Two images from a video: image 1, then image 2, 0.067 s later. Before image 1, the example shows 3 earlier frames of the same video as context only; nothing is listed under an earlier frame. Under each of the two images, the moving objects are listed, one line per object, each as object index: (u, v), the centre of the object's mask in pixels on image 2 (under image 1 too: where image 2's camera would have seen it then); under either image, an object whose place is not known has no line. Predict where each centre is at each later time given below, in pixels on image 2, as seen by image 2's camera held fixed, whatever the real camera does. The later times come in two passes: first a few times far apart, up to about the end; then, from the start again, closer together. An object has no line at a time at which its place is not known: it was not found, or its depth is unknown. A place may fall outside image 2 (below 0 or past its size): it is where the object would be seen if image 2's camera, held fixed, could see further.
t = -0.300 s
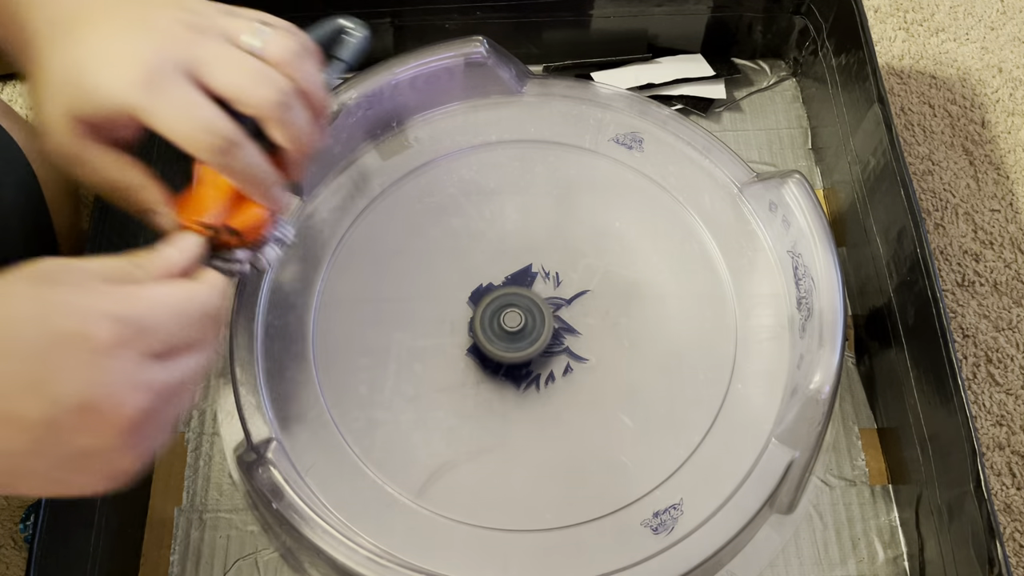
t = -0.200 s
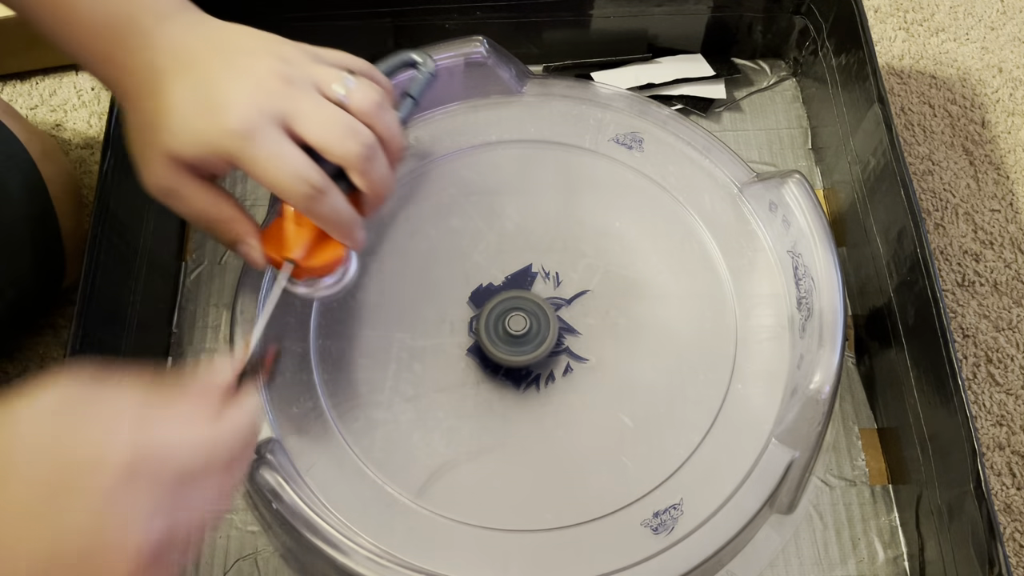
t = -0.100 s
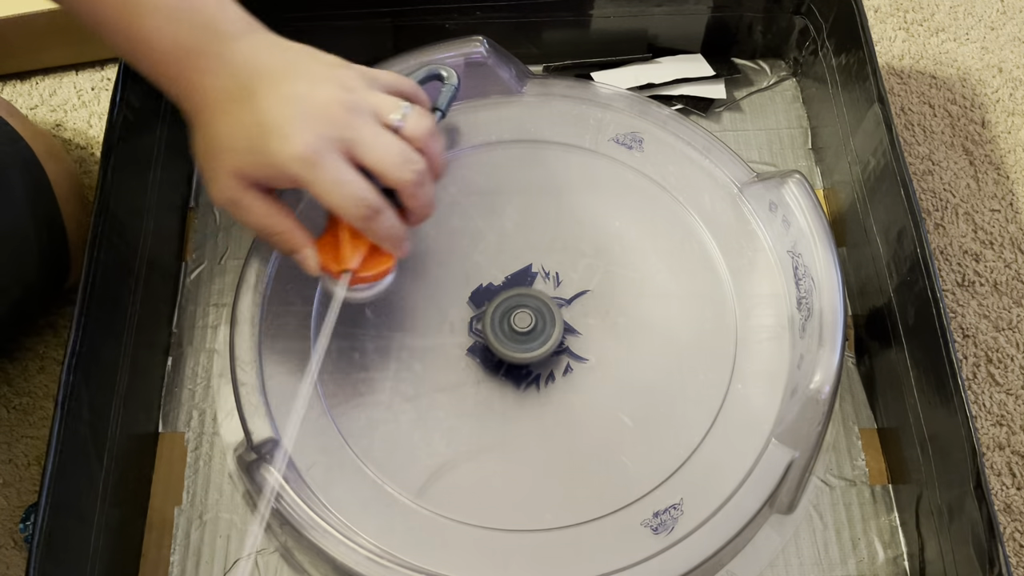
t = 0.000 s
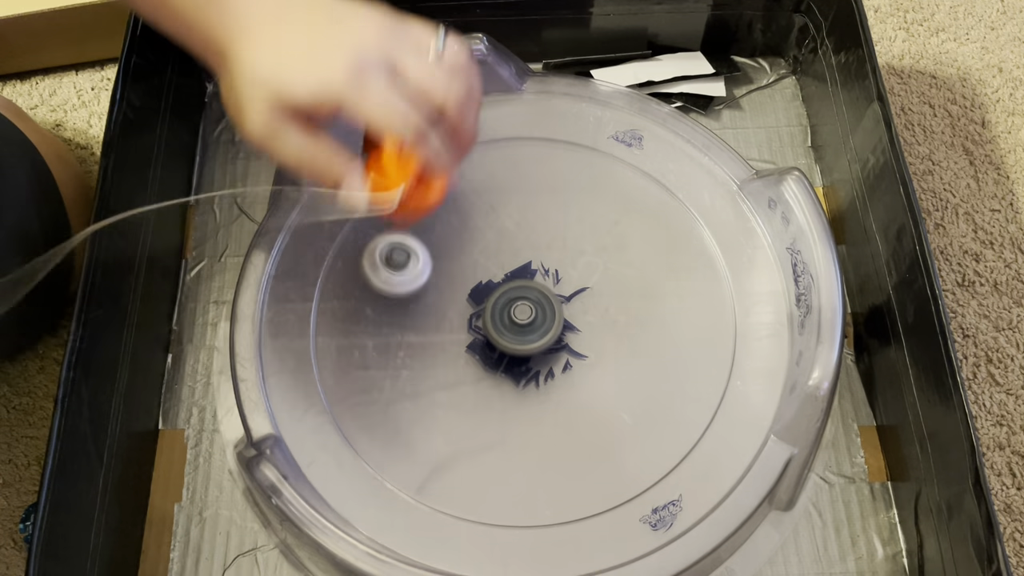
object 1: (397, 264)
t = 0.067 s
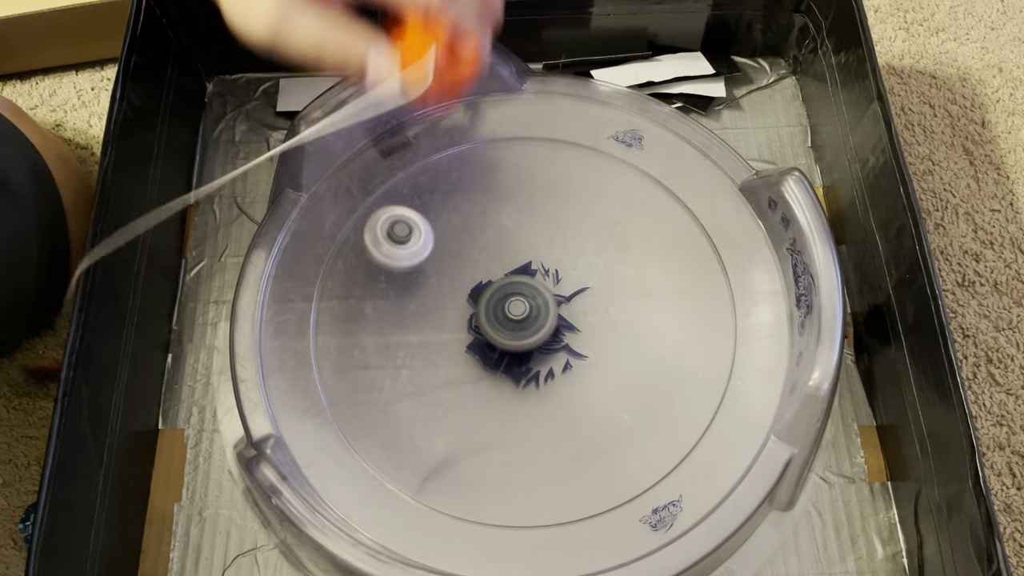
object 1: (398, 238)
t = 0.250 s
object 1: (364, 210)
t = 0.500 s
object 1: (360, 303)
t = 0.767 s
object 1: (474, 171)
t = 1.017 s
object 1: (386, 189)
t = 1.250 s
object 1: (437, 256)
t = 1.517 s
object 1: (402, 184)
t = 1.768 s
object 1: (479, 253)
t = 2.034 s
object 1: (547, 169)
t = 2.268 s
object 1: (590, 148)
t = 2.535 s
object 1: (571, 148)
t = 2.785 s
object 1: (542, 279)
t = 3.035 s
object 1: (546, 336)
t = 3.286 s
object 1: (657, 237)
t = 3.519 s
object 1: (461, 276)
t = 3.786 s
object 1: (550, 501)
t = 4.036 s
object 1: (661, 390)
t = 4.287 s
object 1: (631, 257)
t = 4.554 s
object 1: (420, 363)
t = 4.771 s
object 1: (523, 513)
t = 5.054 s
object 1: (613, 308)
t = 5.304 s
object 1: (412, 236)
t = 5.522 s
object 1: (387, 191)
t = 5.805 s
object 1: (436, 330)
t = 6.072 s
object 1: (592, 259)
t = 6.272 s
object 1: (603, 155)
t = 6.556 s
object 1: (523, 207)
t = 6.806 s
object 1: (587, 341)
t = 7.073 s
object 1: (705, 299)
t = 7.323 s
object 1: (673, 226)
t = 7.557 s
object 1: (622, 289)
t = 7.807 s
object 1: (586, 401)
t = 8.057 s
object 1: (597, 465)
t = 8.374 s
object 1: (508, 384)
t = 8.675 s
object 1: (375, 338)
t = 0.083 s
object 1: (400, 236)
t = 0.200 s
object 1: (383, 221)
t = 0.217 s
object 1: (377, 216)
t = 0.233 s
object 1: (371, 214)
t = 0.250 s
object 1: (364, 210)
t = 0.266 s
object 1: (359, 208)
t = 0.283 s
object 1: (355, 210)
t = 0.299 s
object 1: (352, 215)
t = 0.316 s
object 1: (349, 220)
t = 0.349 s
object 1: (341, 236)
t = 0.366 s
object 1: (337, 246)
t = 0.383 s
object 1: (334, 259)
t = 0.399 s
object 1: (333, 269)
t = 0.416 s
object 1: (333, 278)
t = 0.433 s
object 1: (334, 285)
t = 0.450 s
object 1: (338, 292)
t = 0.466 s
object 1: (343, 297)
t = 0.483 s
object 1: (350, 300)
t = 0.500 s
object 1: (360, 303)
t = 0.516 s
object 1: (372, 305)
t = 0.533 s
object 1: (384, 307)
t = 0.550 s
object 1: (399, 307)
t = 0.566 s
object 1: (416, 306)
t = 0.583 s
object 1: (431, 301)
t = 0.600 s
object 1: (445, 295)
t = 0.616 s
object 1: (453, 286)
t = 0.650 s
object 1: (466, 263)
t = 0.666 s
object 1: (472, 249)
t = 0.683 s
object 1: (475, 236)
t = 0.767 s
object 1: (474, 171)
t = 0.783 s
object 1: (469, 160)
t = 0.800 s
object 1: (463, 149)
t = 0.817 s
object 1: (456, 142)
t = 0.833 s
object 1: (448, 141)
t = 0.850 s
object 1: (439, 144)
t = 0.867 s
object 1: (431, 150)
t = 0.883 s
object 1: (424, 158)
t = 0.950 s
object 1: (400, 175)
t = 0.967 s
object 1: (395, 177)
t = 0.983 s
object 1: (391, 182)
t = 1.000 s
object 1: (388, 185)
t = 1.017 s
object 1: (386, 189)
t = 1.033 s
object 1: (384, 193)
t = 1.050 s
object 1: (383, 197)
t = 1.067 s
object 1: (384, 202)
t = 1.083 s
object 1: (385, 207)
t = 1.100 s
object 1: (388, 213)
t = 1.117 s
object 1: (391, 220)
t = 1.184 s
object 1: (416, 252)
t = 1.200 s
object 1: (424, 261)
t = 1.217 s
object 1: (436, 269)
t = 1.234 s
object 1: (444, 271)
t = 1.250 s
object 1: (437, 256)
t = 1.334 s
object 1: (414, 200)
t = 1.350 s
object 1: (411, 195)
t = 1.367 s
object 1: (408, 190)
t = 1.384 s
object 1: (406, 187)
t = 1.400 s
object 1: (404, 184)
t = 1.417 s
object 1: (402, 183)
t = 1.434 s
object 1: (401, 182)
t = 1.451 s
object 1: (401, 181)
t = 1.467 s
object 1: (401, 182)
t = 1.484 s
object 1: (401, 182)
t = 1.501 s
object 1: (401, 183)
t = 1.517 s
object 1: (402, 184)
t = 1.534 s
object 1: (403, 187)
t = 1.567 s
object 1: (406, 192)
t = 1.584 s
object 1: (409, 195)
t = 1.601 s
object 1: (412, 199)
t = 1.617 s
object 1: (416, 203)
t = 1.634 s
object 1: (420, 207)
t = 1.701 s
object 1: (441, 234)
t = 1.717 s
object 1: (448, 240)
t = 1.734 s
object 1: (457, 245)
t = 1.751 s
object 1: (466, 249)
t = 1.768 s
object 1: (479, 253)
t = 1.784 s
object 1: (492, 255)
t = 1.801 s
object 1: (504, 256)
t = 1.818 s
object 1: (518, 254)
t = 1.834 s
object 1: (532, 252)
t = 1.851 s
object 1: (546, 248)
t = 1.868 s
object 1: (544, 239)
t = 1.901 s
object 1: (533, 223)
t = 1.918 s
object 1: (530, 216)
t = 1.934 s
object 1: (530, 207)
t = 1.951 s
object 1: (530, 201)
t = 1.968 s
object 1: (531, 194)
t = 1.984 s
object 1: (534, 188)
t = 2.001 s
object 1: (538, 181)
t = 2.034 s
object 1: (547, 169)
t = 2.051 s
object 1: (553, 162)
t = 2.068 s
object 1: (559, 155)
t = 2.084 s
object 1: (565, 148)
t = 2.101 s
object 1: (571, 141)
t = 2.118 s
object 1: (571, 141)
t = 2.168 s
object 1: (571, 150)
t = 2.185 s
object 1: (573, 151)
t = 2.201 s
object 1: (575, 152)
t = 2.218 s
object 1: (578, 152)
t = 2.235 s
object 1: (580, 151)
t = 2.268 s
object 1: (590, 148)
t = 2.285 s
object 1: (591, 148)
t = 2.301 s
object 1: (589, 154)
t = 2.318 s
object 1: (587, 160)
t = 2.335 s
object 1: (586, 164)
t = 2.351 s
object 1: (586, 167)
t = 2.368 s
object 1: (587, 171)
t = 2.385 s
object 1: (588, 173)
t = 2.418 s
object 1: (592, 176)
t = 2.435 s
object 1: (594, 176)
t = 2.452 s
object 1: (595, 172)
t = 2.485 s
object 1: (586, 152)
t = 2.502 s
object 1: (584, 147)
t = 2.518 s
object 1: (577, 145)
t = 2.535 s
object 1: (571, 148)
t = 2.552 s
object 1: (565, 151)
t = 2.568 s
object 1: (561, 154)
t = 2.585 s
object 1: (557, 159)
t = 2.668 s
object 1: (535, 193)
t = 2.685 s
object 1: (530, 204)
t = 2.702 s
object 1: (528, 216)
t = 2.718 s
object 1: (527, 228)
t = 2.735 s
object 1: (528, 241)
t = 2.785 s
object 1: (542, 279)
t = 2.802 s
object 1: (550, 290)
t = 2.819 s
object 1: (544, 291)
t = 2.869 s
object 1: (519, 288)
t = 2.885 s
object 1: (515, 288)
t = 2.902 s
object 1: (512, 289)
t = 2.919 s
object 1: (510, 293)
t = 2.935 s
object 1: (510, 297)
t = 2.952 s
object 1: (512, 303)
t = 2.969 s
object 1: (515, 310)
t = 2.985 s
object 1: (520, 316)
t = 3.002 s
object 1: (527, 324)
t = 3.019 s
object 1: (536, 330)
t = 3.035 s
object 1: (546, 336)
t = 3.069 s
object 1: (570, 347)
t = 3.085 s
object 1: (584, 349)
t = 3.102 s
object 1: (597, 347)
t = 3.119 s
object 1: (610, 345)
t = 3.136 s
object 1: (622, 340)
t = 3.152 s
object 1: (634, 333)
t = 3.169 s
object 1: (646, 325)
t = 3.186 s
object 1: (655, 315)
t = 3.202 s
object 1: (662, 305)
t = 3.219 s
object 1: (667, 292)
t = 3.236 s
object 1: (670, 278)
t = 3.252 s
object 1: (669, 264)
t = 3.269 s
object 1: (664, 250)
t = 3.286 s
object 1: (657, 237)
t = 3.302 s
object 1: (648, 225)
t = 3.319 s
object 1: (634, 217)
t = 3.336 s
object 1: (620, 210)
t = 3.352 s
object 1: (605, 205)
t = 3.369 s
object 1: (587, 202)
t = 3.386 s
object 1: (571, 202)
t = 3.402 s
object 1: (554, 204)
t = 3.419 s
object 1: (536, 209)
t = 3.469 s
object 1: (492, 235)
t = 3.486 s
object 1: (480, 247)
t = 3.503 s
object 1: (469, 261)
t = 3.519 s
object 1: (461, 276)
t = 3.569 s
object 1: (447, 327)
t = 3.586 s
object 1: (447, 345)
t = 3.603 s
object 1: (450, 362)
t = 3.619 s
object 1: (456, 379)
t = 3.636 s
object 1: (463, 396)
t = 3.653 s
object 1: (473, 412)
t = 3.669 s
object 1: (485, 426)
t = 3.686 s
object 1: (499, 439)
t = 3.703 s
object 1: (517, 449)
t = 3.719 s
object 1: (537, 458)
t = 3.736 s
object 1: (549, 467)
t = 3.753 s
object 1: (549, 480)
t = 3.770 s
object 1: (548, 492)
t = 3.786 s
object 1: (550, 501)
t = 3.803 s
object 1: (554, 510)
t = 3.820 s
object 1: (560, 512)
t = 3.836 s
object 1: (572, 500)
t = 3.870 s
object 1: (593, 483)
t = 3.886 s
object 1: (603, 476)
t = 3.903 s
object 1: (614, 469)
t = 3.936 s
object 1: (635, 457)
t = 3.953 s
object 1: (645, 450)
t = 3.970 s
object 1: (652, 441)
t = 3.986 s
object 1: (658, 430)
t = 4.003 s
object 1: (662, 418)
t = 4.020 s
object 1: (662, 403)
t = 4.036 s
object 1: (661, 390)
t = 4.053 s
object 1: (657, 375)
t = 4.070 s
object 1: (651, 359)
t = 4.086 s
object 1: (643, 346)
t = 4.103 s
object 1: (655, 339)
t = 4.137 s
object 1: (678, 328)
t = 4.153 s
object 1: (685, 321)
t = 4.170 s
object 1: (687, 315)
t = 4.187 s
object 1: (690, 307)
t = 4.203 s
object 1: (688, 299)
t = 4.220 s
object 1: (683, 291)
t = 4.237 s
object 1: (673, 282)
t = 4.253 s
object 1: (661, 272)
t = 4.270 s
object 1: (649, 264)
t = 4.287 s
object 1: (631, 257)
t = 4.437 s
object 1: (487, 274)
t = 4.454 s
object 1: (472, 283)
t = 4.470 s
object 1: (459, 295)
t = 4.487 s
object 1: (449, 306)
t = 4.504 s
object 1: (440, 319)
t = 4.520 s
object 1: (430, 333)
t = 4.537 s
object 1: (424, 347)
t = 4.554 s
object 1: (420, 363)
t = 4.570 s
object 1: (416, 378)
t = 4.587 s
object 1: (415, 394)
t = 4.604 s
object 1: (418, 409)
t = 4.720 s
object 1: (477, 498)
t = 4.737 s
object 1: (491, 507)
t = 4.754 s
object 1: (508, 512)
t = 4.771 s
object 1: (523, 513)
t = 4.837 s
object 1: (594, 490)
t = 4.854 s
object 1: (606, 482)
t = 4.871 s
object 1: (618, 469)
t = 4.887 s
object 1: (626, 458)
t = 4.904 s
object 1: (633, 444)
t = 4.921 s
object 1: (638, 431)
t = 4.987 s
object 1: (641, 367)
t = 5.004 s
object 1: (637, 352)
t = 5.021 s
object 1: (631, 337)
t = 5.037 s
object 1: (622, 322)
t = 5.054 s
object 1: (613, 308)
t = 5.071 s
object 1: (600, 297)
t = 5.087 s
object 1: (588, 285)
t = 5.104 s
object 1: (574, 274)
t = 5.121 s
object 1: (560, 265)
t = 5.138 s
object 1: (545, 259)
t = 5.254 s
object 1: (431, 248)
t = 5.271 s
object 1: (415, 253)
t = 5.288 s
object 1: (408, 251)
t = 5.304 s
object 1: (412, 236)
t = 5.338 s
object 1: (418, 211)
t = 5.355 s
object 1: (420, 202)
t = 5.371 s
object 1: (421, 195)
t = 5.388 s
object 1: (421, 190)
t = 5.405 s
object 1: (421, 185)
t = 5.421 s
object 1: (419, 182)
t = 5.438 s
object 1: (416, 179)
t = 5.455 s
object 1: (411, 178)
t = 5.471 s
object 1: (405, 177)
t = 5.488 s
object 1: (399, 177)
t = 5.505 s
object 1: (391, 181)
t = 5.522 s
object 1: (387, 191)
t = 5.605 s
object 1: (365, 233)
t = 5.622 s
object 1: (363, 240)
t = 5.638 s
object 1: (362, 248)
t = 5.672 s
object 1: (364, 265)
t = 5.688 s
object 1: (366, 275)
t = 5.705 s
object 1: (373, 285)
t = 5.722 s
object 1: (379, 295)
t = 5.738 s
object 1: (387, 305)
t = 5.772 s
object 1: (409, 321)
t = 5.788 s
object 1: (421, 326)
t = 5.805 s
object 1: (436, 330)
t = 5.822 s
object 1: (449, 332)
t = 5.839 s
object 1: (462, 331)
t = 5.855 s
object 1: (470, 326)
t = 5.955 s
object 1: (523, 310)
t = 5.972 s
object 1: (534, 305)
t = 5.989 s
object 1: (544, 301)
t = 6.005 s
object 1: (555, 294)
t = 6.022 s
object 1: (566, 286)
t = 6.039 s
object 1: (575, 278)
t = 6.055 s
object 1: (584, 270)
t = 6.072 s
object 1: (592, 259)
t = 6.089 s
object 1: (599, 251)
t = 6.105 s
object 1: (605, 241)
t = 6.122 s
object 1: (610, 230)
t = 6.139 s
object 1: (614, 219)
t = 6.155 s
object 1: (616, 209)
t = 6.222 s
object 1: (621, 167)
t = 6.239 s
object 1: (620, 160)
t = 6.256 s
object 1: (613, 155)
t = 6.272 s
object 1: (603, 155)
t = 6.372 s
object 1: (570, 149)
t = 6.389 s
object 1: (566, 149)
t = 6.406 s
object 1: (562, 151)
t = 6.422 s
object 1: (559, 152)
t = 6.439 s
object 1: (554, 156)
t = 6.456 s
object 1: (550, 159)
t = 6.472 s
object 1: (546, 165)
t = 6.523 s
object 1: (532, 186)
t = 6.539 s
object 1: (527, 196)
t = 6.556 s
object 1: (523, 207)
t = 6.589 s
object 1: (518, 228)
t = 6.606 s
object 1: (517, 238)
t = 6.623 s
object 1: (518, 248)
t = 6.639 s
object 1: (521, 260)
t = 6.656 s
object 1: (524, 271)
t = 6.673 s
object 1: (528, 281)
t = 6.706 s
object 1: (538, 301)
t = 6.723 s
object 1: (545, 308)
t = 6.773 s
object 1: (568, 329)
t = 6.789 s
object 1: (577, 336)
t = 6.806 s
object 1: (587, 341)
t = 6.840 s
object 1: (607, 350)
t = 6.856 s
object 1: (617, 353)
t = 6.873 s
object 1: (628, 354)
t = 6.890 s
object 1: (639, 354)
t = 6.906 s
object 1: (650, 354)
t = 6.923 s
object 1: (659, 350)
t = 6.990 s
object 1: (691, 332)
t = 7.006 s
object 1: (698, 325)
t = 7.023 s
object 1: (702, 320)
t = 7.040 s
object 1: (704, 313)
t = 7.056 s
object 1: (705, 305)
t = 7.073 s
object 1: (705, 299)
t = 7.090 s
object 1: (701, 289)
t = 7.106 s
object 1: (691, 274)
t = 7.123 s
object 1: (702, 261)
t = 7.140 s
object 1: (707, 257)
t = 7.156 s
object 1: (708, 247)
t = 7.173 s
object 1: (706, 239)
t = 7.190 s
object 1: (697, 236)
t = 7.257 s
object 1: (679, 226)
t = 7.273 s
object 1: (677, 225)
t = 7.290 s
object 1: (676, 225)
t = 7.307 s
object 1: (675, 225)
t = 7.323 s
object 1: (673, 226)
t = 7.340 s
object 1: (673, 227)
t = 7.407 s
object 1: (666, 238)
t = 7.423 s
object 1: (662, 242)
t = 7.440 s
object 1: (658, 246)
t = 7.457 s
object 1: (653, 251)
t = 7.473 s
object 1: (648, 255)
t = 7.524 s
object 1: (632, 273)
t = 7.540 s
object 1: (626, 281)
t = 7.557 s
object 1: (622, 289)
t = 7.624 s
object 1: (608, 319)
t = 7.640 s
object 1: (605, 326)
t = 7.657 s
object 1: (602, 335)
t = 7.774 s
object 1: (587, 386)
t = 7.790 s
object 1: (587, 394)
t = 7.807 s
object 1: (586, 401)
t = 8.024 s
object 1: (598, 465)
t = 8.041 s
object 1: (598, 466)
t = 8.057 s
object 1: (597, 465)
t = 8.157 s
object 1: (587, 451)
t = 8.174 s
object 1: (585, 446)
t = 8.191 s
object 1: (582, 439)
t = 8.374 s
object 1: (508, 384)
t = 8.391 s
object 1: (500, 381)
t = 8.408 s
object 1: (492, 379)
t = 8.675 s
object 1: (375, 338)
